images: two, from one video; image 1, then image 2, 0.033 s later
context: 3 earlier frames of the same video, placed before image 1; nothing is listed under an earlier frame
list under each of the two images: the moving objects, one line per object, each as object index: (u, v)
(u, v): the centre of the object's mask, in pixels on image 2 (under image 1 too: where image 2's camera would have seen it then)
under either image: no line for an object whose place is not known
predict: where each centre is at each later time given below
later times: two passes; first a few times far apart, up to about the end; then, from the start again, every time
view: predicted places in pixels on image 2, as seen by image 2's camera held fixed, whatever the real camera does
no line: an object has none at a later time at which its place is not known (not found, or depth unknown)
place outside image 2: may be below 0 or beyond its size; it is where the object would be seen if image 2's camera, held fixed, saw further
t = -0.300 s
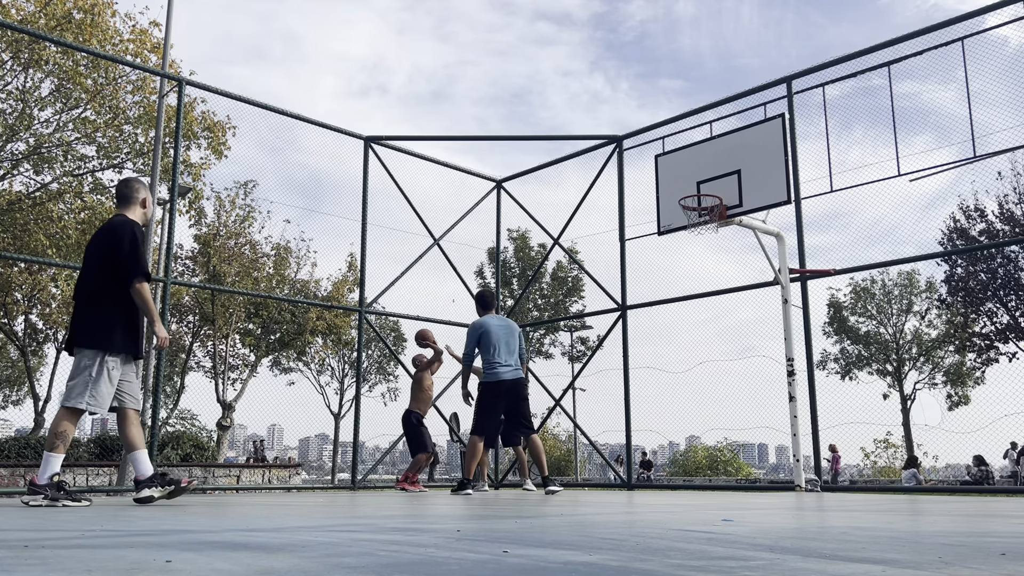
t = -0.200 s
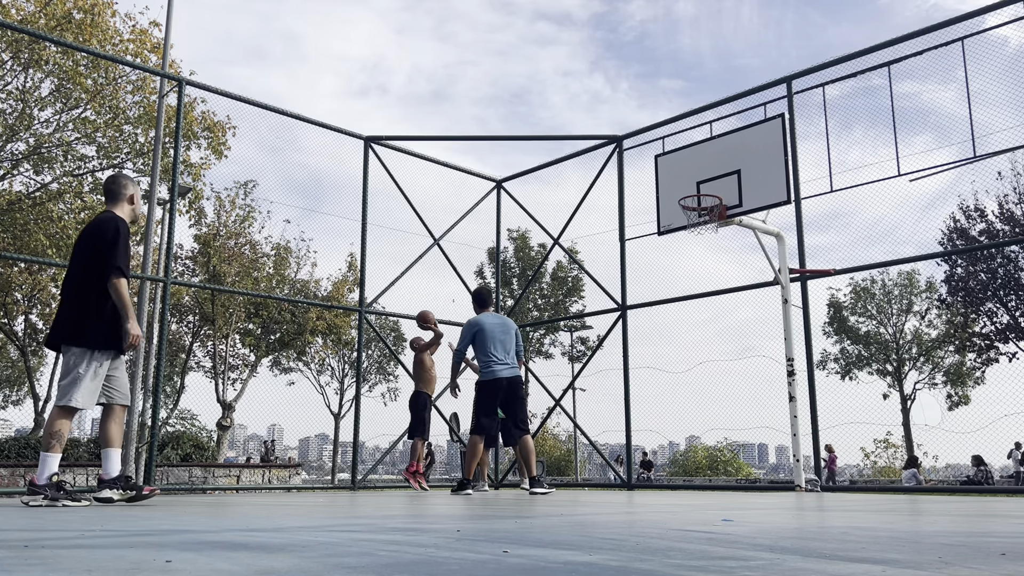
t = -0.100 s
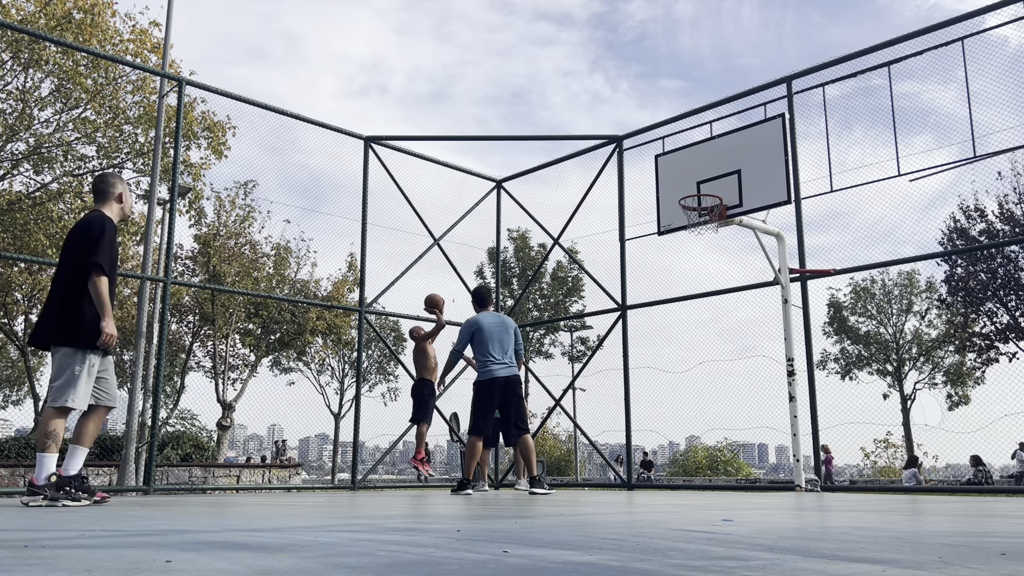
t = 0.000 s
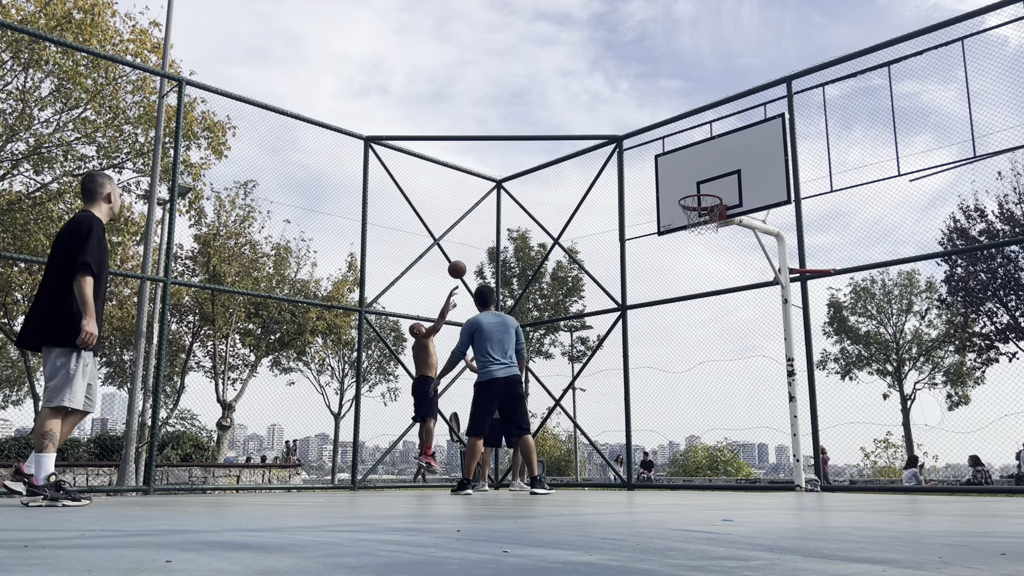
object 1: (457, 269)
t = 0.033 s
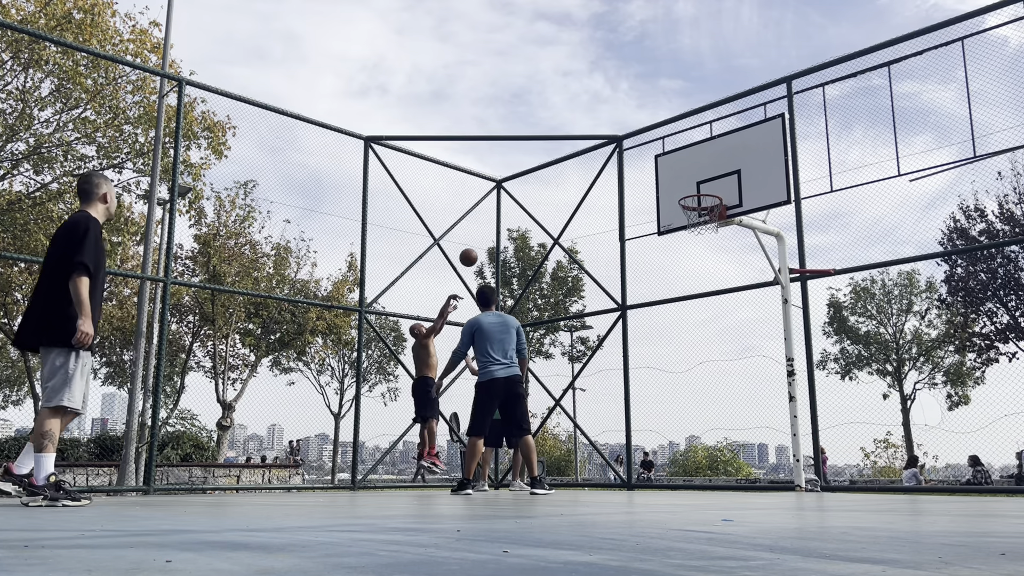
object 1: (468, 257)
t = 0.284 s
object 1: (555, 192)
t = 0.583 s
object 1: (666, 172)
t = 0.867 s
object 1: (694, 199)
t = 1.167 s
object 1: (713, 179)
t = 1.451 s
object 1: (716, 201)
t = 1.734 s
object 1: (724, 300)
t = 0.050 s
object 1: (474, 251)
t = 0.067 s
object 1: (480, 246)
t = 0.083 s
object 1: (485, 241)
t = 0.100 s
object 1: (491, 235)
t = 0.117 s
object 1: (497, 231)
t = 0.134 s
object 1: (503, 226)
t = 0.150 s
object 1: (508, 222)
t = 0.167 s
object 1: (514, 217)
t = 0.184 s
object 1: (520, 213)
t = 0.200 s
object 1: (526, 209)
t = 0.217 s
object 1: (532, 205)
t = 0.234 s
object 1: (538, 202)
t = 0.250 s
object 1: (543, 198)
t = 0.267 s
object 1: (549, 195)
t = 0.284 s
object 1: (555, 192)
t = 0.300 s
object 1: (561, 189)
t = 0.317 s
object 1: (567, 187)
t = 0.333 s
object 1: (573, 184)
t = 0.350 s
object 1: (579, 182)
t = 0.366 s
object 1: (585, 180)
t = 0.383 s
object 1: (591, 178)
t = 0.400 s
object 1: (597, 176)
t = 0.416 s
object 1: (603, 175)
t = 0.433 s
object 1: (609, 173)
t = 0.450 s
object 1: (616, 172)
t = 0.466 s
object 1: (622, 171)
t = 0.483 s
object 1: (629, 171)
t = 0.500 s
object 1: (634, 171)
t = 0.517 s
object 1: (641, 170)
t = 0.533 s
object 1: (647, 170)
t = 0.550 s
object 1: (653, 170)
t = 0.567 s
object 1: (660, 171)
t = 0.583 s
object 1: (666, 172)
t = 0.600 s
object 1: (673, 172)
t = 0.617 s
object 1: (679, 174)
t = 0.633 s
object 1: (686, 175)
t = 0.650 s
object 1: (691, 176)
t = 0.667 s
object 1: (693, 177)
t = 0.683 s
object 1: (695, 178)
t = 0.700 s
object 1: (697, 179)
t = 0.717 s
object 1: (699, 181)
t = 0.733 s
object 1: (701, 182)
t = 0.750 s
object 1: (703, 184)
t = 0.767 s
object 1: (705, 186)
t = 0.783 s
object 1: (707, 187)
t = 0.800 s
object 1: (709, 190)
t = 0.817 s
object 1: (712, 190)
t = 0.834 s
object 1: (705, 196)
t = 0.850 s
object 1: (699, 197)
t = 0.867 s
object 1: (694, 199)
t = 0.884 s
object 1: (691, 200)
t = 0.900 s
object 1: (692, 201)
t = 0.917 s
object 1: (693, 202)
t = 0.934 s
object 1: (695, 202)
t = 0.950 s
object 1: (699, 201)
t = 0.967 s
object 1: (702, 200)
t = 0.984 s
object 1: (706, 199)
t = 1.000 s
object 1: (709, 197)
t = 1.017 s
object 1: (712, 195)
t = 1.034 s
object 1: (713, 190)
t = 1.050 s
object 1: (713, 188)
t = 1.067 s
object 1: (712, 187)
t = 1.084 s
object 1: (712, 185)
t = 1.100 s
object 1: (712, 184)
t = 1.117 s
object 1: (712, 183)
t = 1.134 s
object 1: (712, 182)
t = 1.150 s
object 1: (712, 180)
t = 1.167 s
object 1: (713, 179)
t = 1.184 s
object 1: (713, 179)
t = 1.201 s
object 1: (713, 178)
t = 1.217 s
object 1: (713, 178)
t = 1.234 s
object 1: (713, 178)
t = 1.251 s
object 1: (713, 179)
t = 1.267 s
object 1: (714, 179)
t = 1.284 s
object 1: (714, 180)
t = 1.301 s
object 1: (714, 181)
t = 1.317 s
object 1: (715, 182)
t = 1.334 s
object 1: (715, 184)
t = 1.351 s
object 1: (715, 185)
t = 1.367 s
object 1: (715, 187)
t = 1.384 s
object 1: (715, 190)
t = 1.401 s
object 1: (716, 192)
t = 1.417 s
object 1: (716, 195)
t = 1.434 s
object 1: (716, 198)
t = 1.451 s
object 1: (716, 201)
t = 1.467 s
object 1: (717, 205)
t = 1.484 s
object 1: (717, 209)
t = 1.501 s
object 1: (718, 213)
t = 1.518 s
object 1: (718, 216)
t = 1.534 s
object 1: (718, 222)
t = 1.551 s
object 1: (718, 227)
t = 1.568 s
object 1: (719, 232)
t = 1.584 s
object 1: (719, 237)
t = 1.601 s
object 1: (720, 243)
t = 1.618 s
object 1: (720, 249)
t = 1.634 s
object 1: (721, 255)
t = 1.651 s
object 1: (721, 262)
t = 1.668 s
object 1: (722, 269)
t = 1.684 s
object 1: (722, 277)
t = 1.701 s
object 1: (723, 284)
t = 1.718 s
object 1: (724, 292)
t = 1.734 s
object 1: (724, 300)
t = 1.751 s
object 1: (725, 309)
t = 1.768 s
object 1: (725, 318)
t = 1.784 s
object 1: (726, 327)
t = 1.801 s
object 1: (726, 337)
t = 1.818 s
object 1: (727, 346)
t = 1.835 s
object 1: (728, 357)
